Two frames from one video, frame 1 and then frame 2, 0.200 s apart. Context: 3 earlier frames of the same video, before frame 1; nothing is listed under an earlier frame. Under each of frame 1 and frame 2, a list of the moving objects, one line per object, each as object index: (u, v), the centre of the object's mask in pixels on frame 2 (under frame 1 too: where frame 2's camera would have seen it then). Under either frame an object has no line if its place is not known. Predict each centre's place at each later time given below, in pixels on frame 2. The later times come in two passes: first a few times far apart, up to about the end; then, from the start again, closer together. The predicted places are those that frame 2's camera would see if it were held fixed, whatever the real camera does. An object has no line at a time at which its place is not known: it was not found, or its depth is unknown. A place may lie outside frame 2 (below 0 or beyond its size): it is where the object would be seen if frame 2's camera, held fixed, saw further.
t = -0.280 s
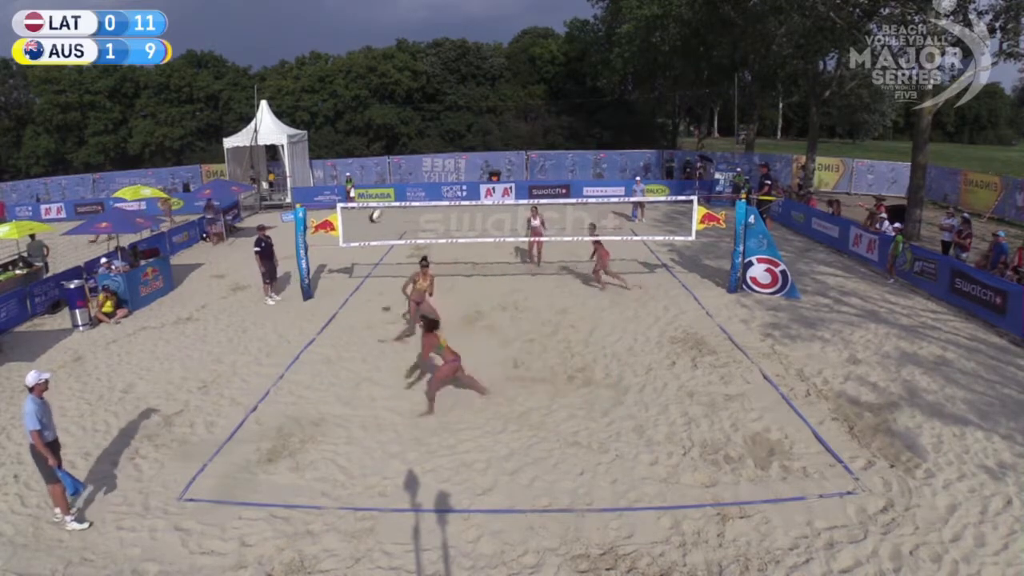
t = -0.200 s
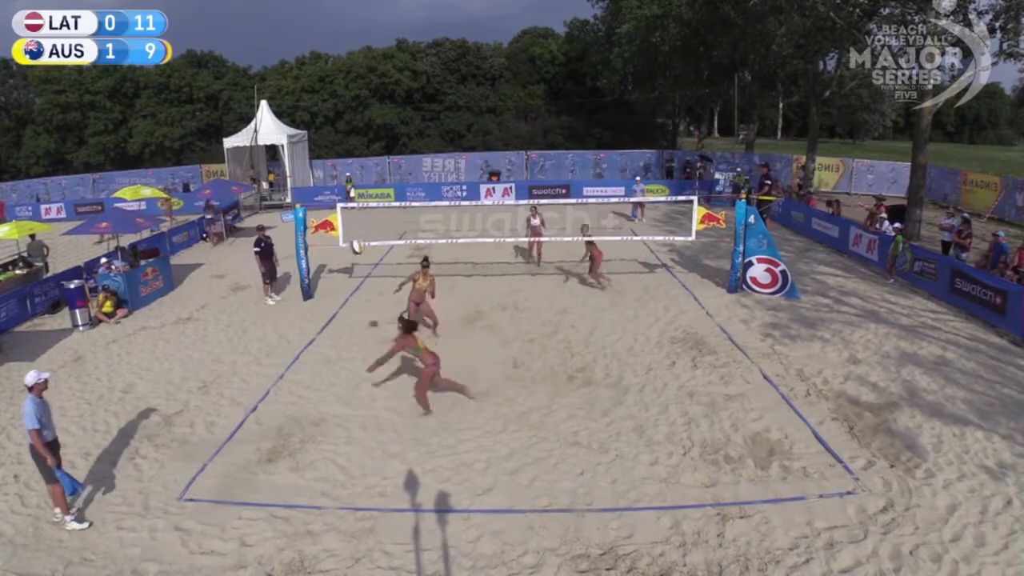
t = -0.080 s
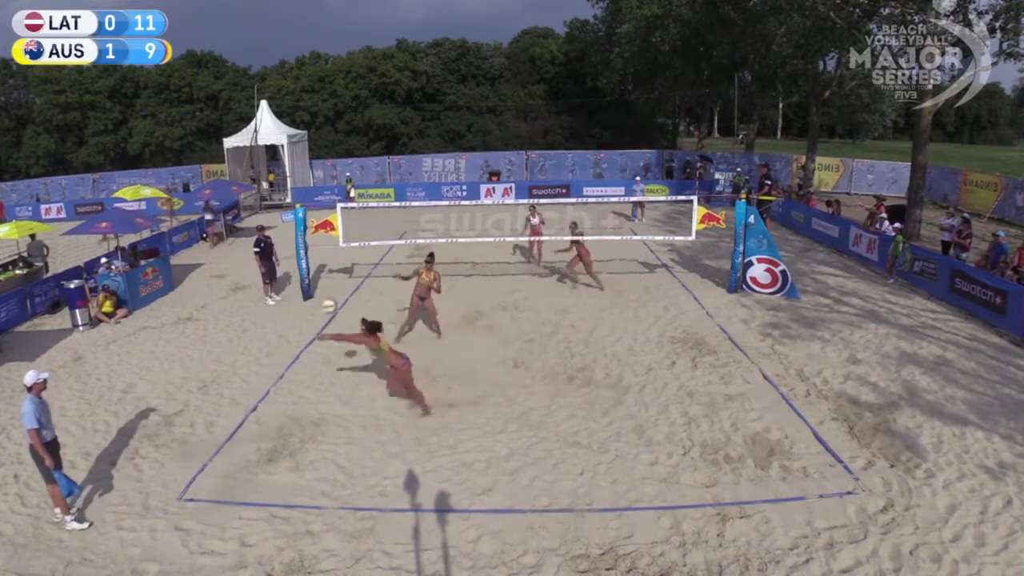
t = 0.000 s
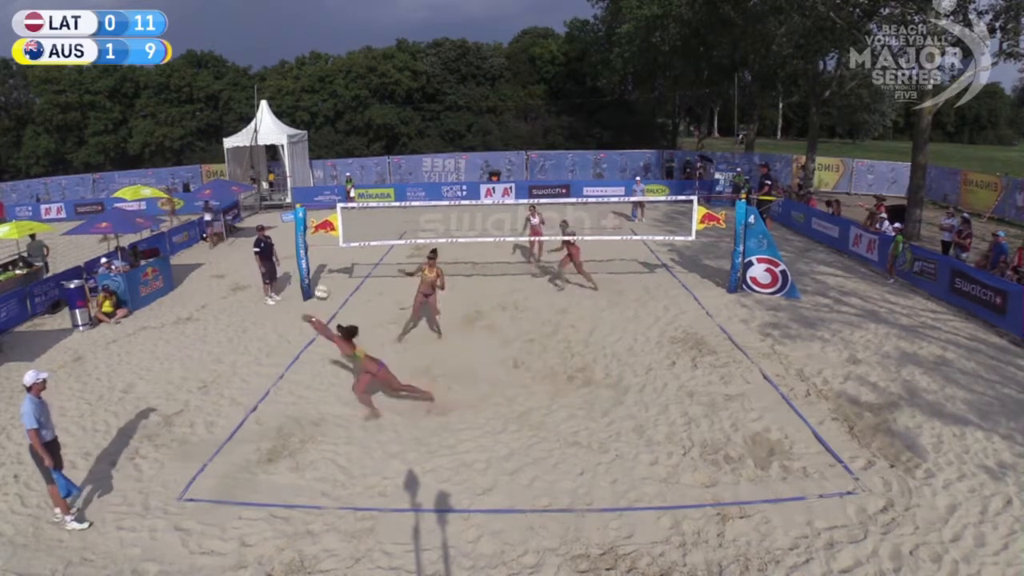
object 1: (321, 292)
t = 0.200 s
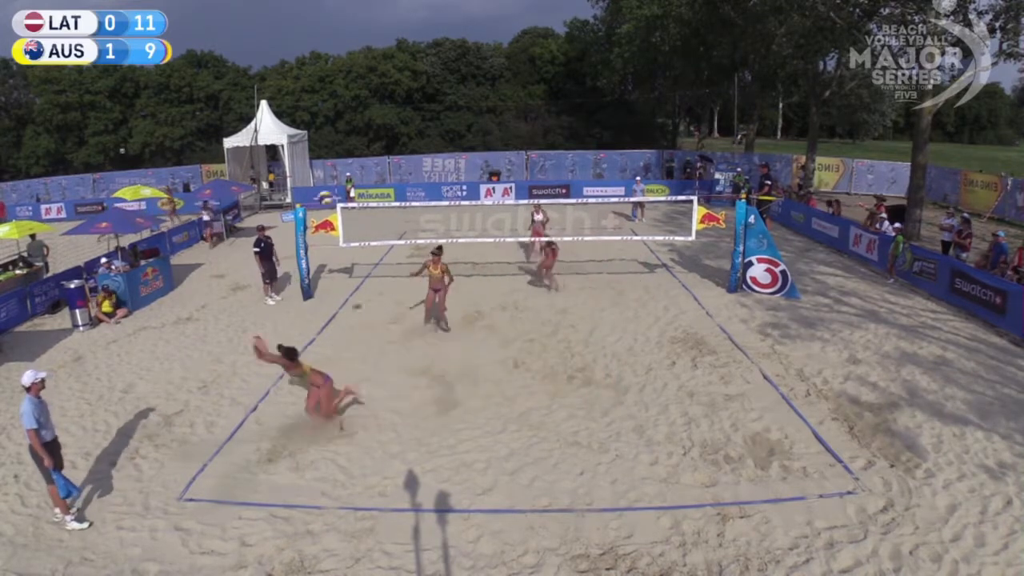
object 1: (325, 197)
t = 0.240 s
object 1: (326, 183)
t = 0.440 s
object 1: (333, 134)
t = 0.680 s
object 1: (343, 116)
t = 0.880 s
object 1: (353, 128)
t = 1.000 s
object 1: (359, 145)
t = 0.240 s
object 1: (326, 183)
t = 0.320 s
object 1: (328, 159)
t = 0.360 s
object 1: (330, 149)
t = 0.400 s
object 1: (332, 140)
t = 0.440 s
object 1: (333, 134)
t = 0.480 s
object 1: (335, 128)
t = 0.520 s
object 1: (337, 123)
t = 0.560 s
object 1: (338, 120)
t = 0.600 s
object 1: (340, 116)
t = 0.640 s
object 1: (342, 116)
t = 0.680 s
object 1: (343, 116)
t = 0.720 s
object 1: (345, 116)
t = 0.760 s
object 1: (347, 117)
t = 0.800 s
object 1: (350, 119)
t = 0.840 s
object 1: (351, 124)
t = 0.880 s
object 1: (353, 128)
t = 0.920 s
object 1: (355, 133)
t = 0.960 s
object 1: (357, 139)
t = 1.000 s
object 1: (359, 145)
